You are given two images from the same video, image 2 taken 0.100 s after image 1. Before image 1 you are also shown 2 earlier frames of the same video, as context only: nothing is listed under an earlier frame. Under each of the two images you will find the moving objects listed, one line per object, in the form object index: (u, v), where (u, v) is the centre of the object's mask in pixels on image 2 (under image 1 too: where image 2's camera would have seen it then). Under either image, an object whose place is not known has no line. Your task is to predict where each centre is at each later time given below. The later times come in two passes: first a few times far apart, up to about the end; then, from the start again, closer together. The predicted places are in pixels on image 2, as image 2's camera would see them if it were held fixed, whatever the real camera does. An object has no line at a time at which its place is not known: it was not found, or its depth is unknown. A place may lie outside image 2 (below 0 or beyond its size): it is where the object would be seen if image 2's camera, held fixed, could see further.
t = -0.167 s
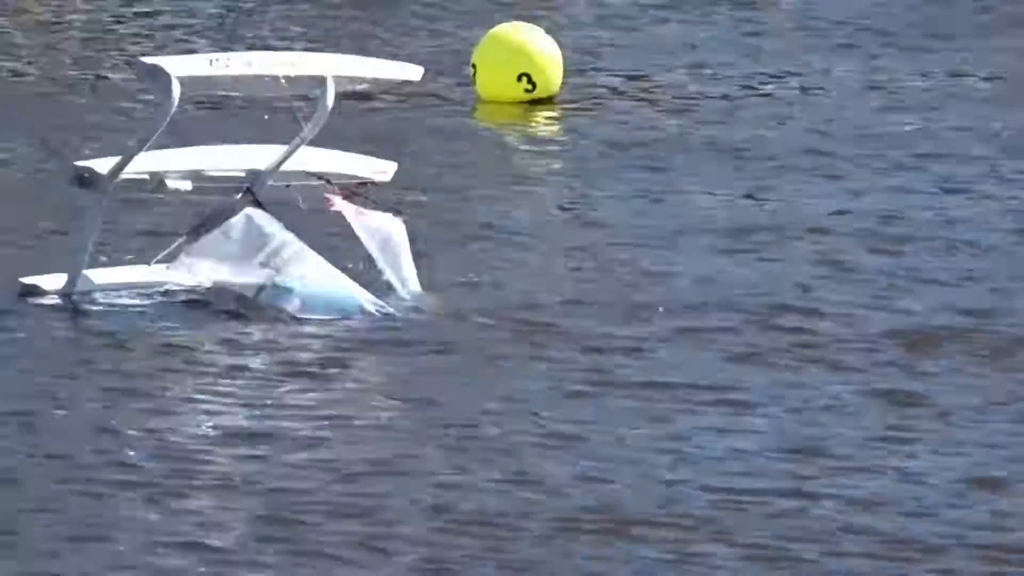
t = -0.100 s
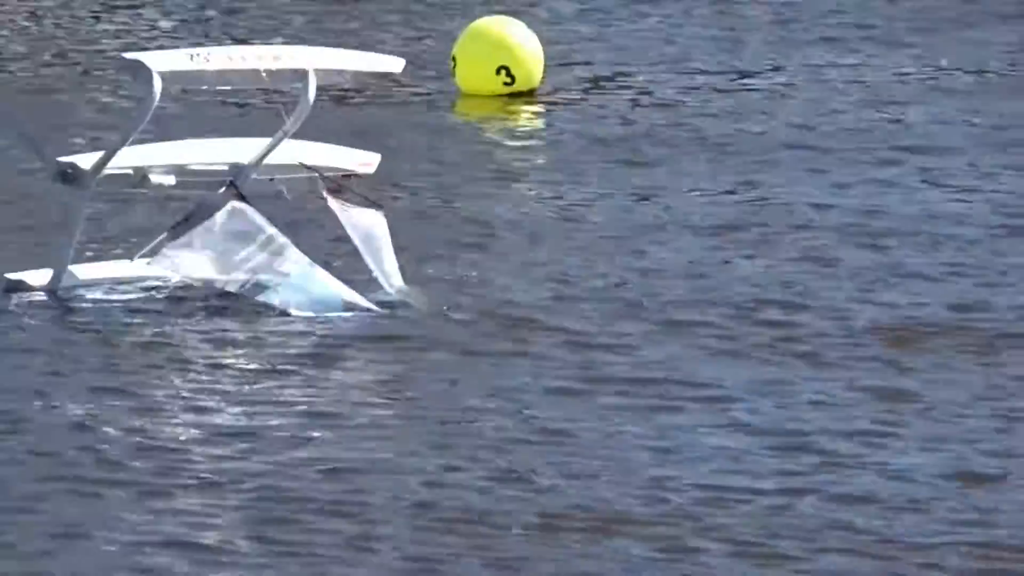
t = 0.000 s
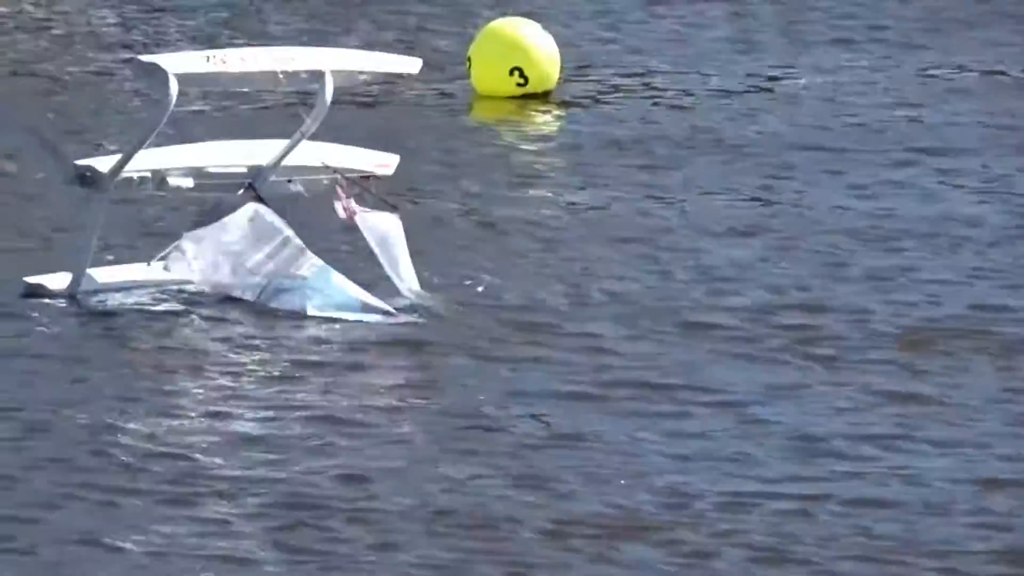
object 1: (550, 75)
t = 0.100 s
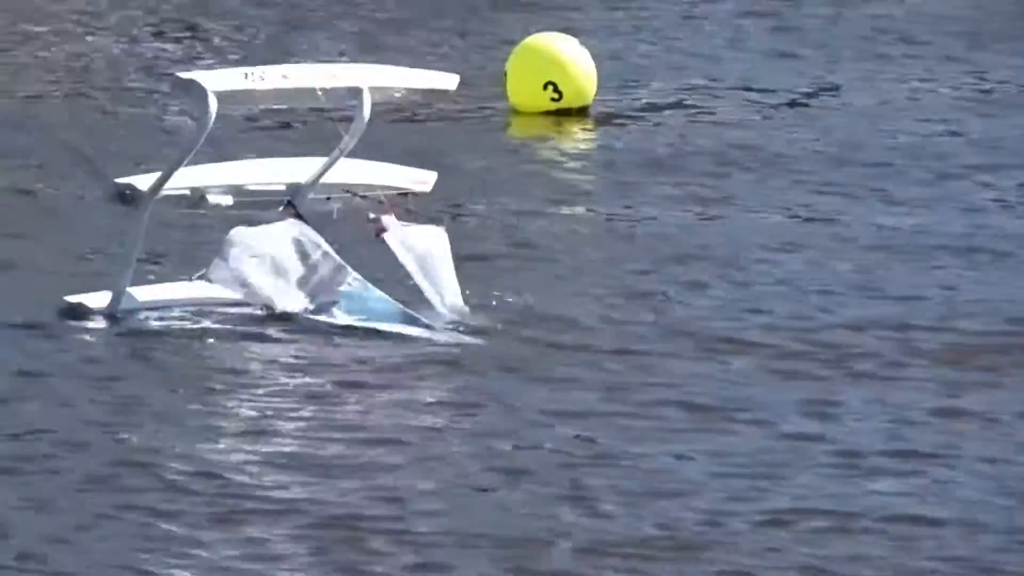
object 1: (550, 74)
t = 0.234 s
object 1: (551, 73)
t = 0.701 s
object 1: (549, 73)
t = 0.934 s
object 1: (553, 76)
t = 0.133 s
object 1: (550, 74)
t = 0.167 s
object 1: (550, 74)
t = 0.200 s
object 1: (551, 74)
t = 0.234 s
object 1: (551, 73)
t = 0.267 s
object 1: (551, 73)
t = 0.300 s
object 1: (551, 73)
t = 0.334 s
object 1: (551, 73)
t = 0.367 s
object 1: (551, 71)
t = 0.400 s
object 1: (552, 71)
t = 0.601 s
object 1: (550, 71)
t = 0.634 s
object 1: (551, 72)
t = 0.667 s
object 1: (550, 72)
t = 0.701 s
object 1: (549, 73)
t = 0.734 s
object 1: (550, 74)
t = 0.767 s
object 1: (550, 74)
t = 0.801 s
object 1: (550, 75)
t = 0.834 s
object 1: (551, 75)
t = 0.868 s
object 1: (551, 76)
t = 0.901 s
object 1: (552, 76)
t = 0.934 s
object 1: (553, 76)
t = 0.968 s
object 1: (554, 76)
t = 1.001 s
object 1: (555, 76)
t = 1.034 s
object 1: (556, 76)
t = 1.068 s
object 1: (557, 76)
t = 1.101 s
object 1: (558, 76)
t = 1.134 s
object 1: (559, 76)
